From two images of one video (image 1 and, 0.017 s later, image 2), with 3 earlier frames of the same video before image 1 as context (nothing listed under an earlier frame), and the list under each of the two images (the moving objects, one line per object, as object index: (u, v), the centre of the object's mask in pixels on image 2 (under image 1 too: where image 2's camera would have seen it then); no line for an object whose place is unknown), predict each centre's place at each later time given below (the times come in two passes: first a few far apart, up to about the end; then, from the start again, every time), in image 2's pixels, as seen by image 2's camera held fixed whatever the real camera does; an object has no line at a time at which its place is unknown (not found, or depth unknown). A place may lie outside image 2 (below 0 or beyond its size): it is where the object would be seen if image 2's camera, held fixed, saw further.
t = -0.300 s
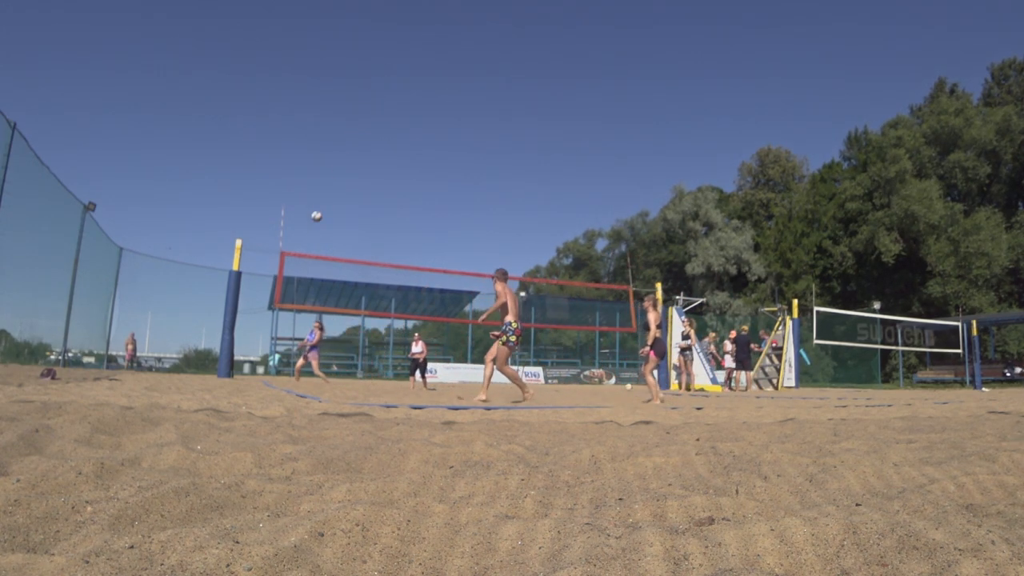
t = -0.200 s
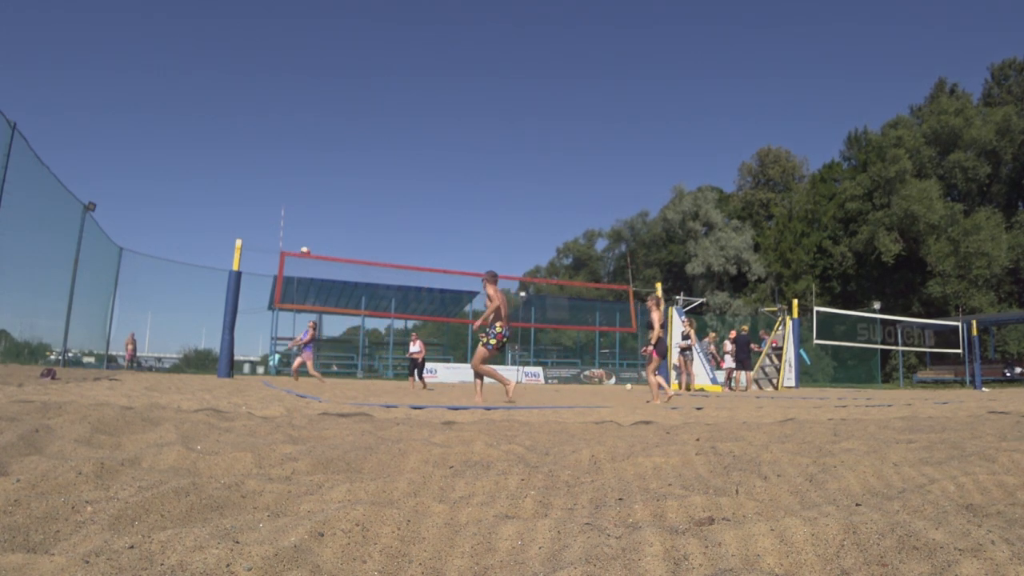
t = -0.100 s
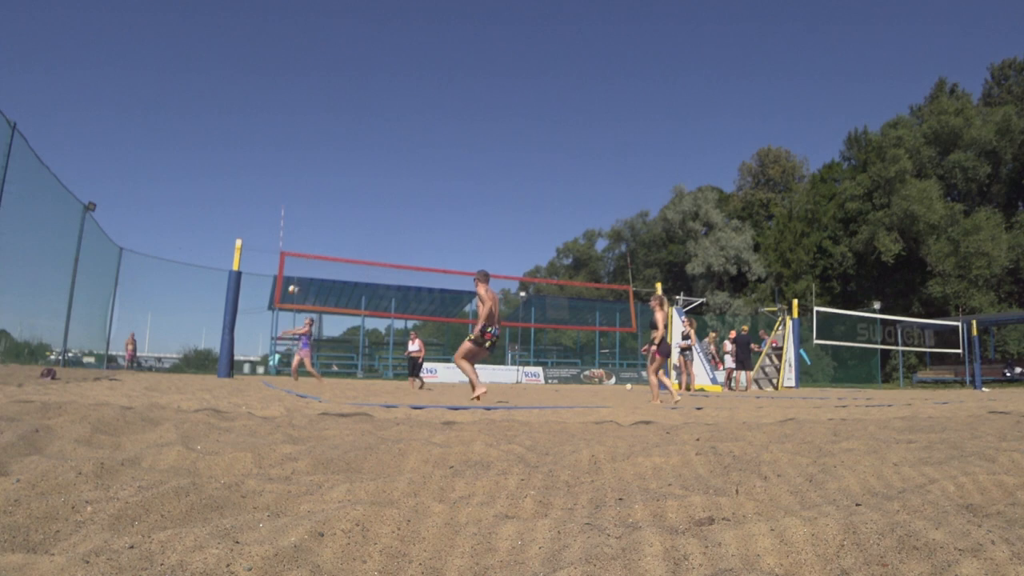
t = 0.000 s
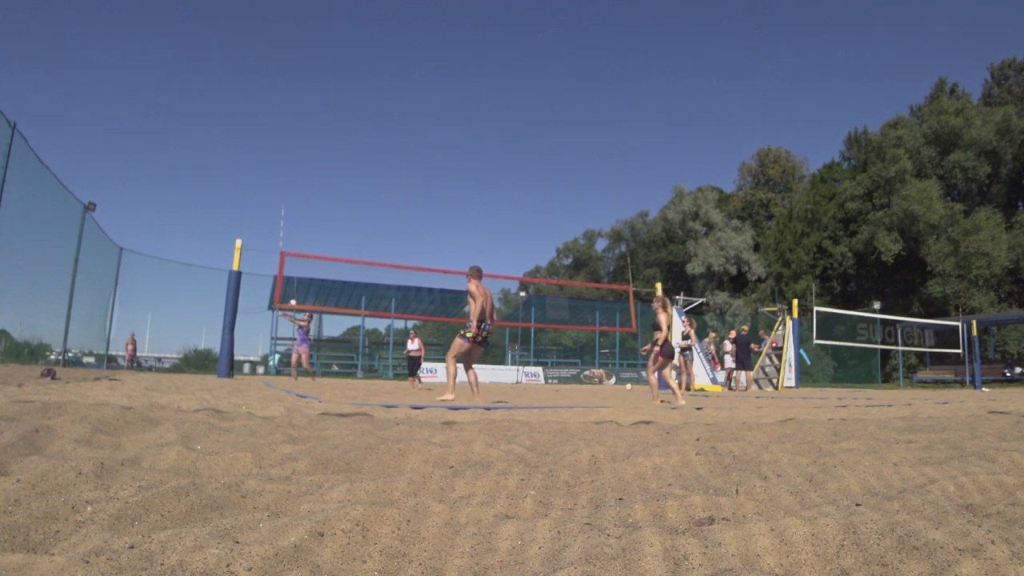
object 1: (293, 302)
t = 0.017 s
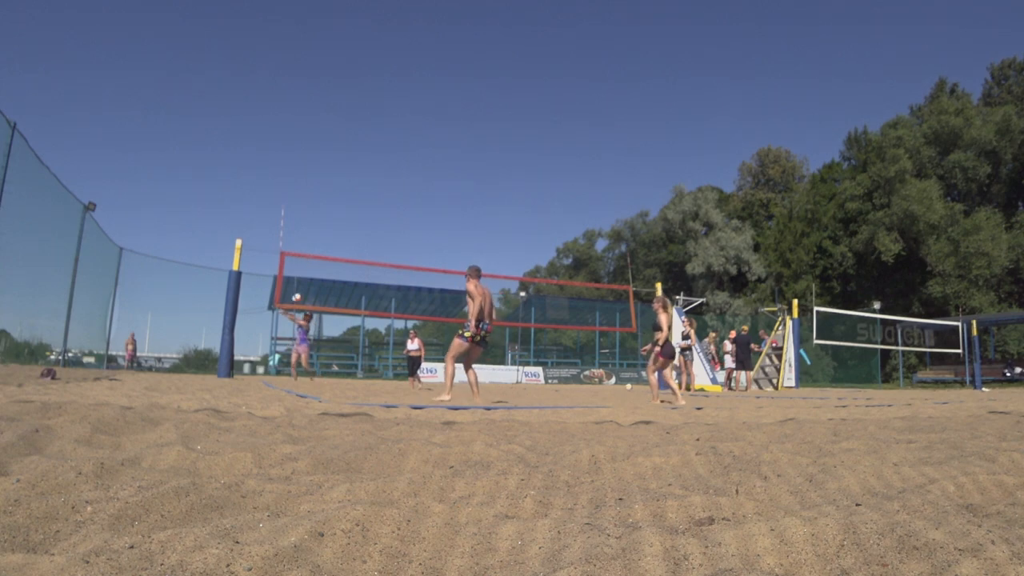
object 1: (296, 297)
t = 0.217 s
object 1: (346, 232)
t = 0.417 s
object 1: (399, 180)
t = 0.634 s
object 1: (460, 141)
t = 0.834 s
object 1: (521, 124)
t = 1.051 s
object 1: (593, 128)
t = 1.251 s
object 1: (669, 157)
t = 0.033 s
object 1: (300, 291)
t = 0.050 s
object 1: (304, 285)
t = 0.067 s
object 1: (308, 280)
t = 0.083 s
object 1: (312, 274)
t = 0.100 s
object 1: (317, 269)
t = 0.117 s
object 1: (321, 263)
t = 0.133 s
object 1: (325, 258)
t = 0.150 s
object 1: (330, 252)
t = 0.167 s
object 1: (334, 248)
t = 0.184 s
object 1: (338, 242)
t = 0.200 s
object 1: (342, 237)
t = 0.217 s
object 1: (346, 232)
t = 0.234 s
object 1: (351, 227)
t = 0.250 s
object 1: (355, 223)
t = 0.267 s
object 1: (359, 218)
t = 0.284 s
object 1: (364, 213)
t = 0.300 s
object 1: (368, 209)
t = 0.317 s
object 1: (372, 204)
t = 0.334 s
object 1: (377, 200)
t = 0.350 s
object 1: (381, 196)
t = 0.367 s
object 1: (386, 192)
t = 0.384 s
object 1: (390, 188)
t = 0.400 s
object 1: (395, 184)
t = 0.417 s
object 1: (399, 180)
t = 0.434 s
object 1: (404, 177)
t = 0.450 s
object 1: (409, 173)
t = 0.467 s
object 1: (413, 170)
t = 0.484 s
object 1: (418, 166)
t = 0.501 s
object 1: (422, 163)
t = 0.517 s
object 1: (427, 160)
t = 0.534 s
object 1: (432, 157)
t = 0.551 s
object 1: (437, 154)
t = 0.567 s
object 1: (441, 151)
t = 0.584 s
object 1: (446, 148)
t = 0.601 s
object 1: (451, 146)
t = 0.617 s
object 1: (455, 144)
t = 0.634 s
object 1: (460, 141)
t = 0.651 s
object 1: (466, 139)
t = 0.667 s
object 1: (470, 137)
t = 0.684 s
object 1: (475, 135)
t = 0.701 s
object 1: (480, 134)
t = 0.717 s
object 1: (485, 132)
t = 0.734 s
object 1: (490, 130)
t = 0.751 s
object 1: (495, 129)
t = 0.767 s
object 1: (500, 128)
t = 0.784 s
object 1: (505, 126)
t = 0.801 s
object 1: (511, 125)
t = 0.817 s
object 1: (516, 125)
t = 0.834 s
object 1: (521, 124)
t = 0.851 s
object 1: (526, 123)
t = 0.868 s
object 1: (532, 123)
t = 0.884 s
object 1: (537, 122)
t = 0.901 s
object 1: (542, 122)
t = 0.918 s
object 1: (548, 122)
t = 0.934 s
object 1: (553, 123)
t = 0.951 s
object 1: (559, 123)
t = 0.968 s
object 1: (564, 124)
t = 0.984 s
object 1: (570, 124)
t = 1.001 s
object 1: (576, 125)
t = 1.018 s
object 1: (582, 125)
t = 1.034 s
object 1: (587, 127)
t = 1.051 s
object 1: (593, 128)
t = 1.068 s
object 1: (599, 129)
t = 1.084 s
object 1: (605, 131)
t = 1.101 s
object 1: (611, 133)
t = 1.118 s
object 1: (618, 135)
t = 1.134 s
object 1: (624, 137)
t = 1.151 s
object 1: (630, 139)
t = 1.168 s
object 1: (636, 142)
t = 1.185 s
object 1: (642, 145)
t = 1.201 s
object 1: (649, 147)
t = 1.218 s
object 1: (656, 150)
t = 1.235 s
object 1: (662, 154)
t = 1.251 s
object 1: (669, 157)
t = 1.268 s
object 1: (676, 161)
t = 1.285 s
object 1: (682, 165)
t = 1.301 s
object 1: (689, 170)
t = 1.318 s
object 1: (696, 174)
